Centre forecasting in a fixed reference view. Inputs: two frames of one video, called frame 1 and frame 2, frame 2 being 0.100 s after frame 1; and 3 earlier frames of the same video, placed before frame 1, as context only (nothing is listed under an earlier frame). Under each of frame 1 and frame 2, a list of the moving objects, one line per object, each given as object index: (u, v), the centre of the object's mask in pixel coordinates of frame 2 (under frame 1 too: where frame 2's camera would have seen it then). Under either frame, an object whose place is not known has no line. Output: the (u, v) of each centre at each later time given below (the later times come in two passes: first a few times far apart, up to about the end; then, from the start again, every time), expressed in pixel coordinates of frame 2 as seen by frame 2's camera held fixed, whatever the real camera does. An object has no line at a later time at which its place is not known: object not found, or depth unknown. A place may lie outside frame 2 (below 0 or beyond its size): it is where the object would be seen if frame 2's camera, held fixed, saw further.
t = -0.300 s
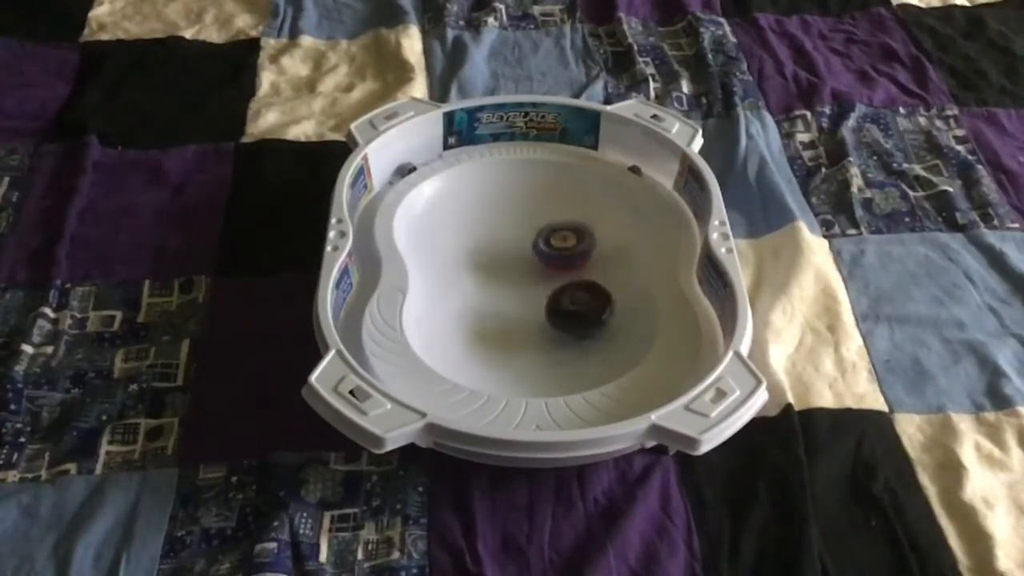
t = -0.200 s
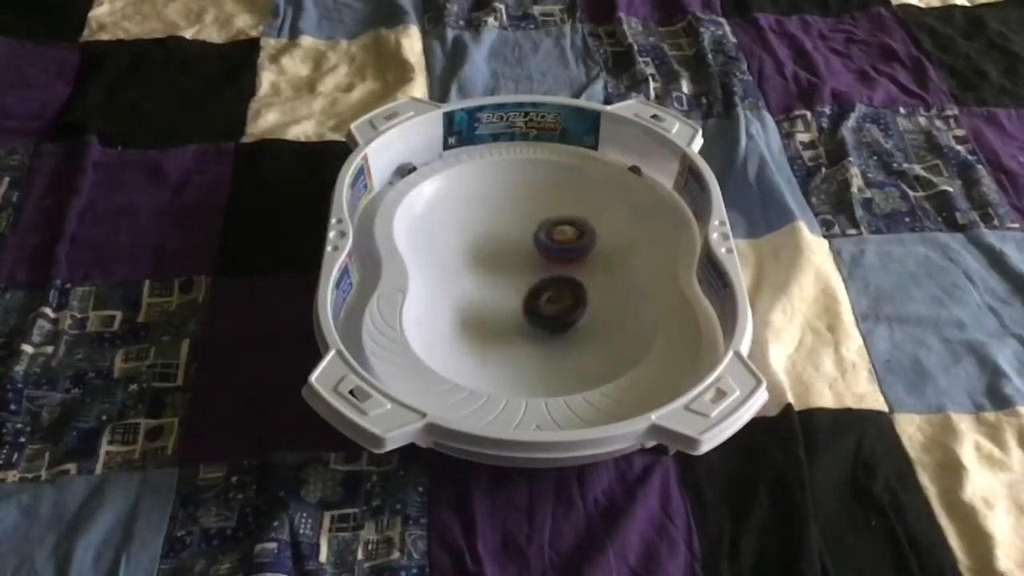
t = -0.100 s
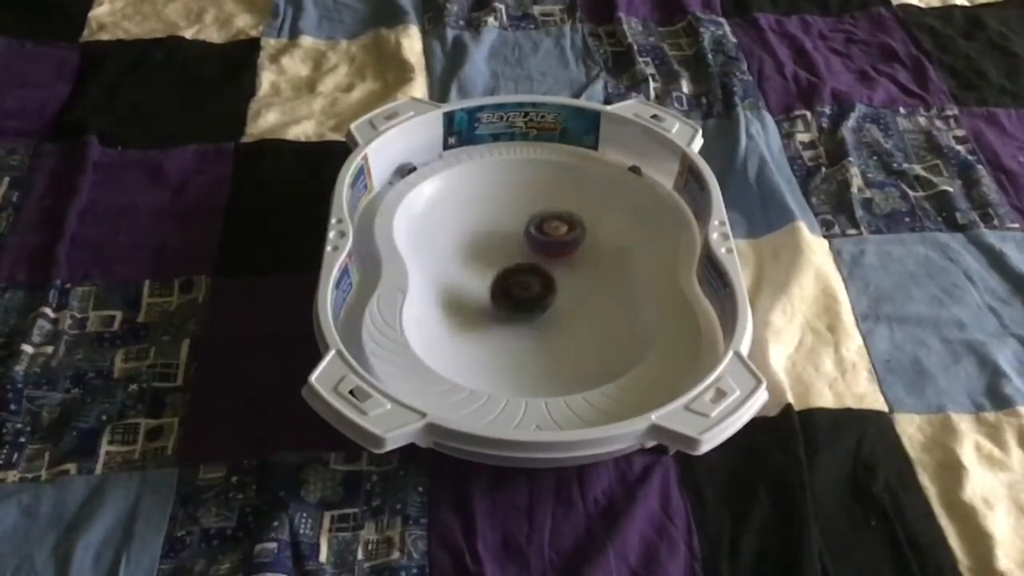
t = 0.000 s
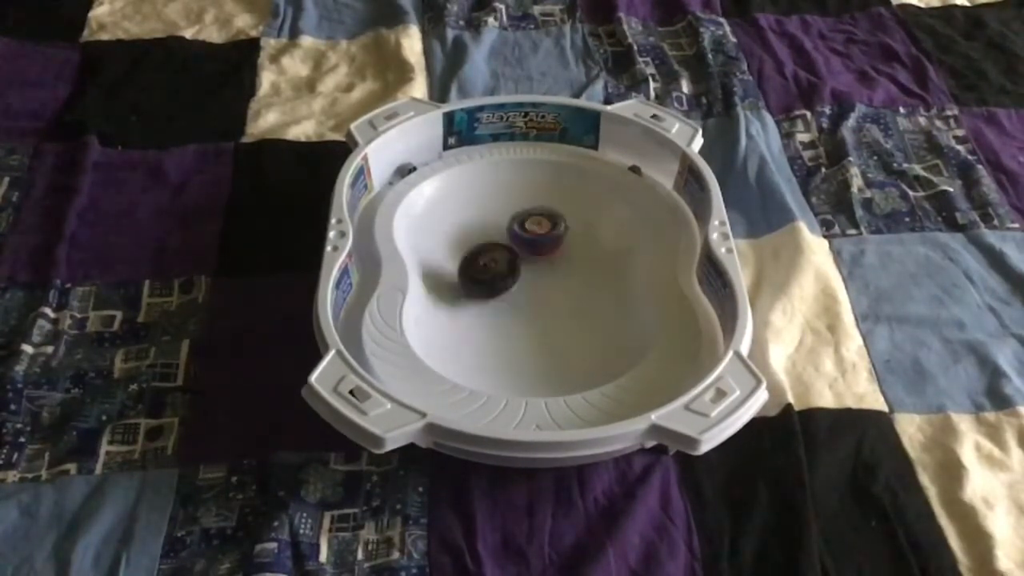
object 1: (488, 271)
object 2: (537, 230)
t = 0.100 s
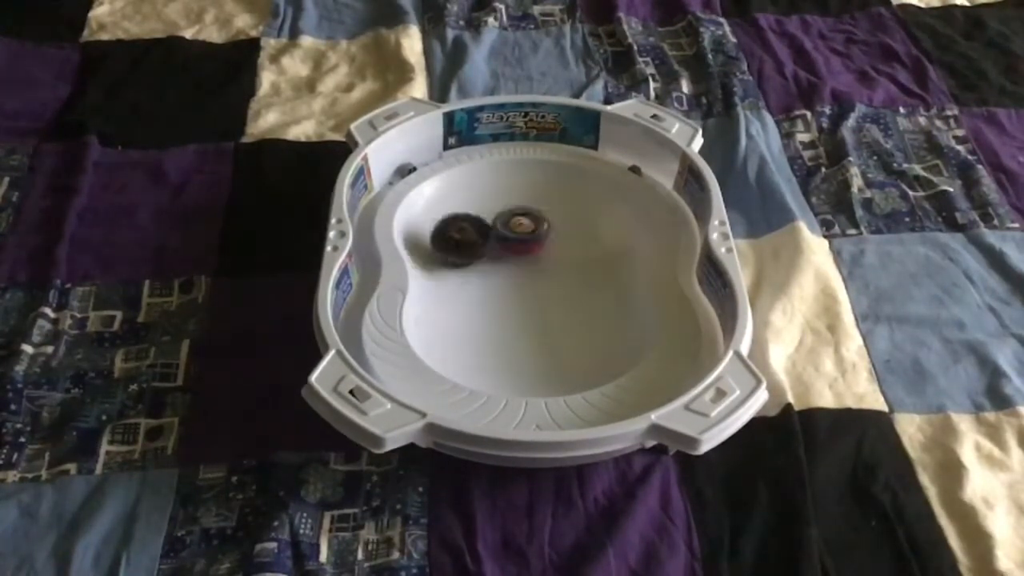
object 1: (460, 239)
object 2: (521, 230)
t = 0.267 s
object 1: (450, 182)
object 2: (500, 234)
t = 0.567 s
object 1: (570, 219)
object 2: (509, 238)
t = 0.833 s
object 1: (613, 262)
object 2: (510, 237)
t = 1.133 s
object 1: (556, 300)
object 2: (518, 226)
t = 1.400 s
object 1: (463, 267)
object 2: (524, 223)
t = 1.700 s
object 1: (462, 199)
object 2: (540, 230)
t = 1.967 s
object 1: (563, 186)
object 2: (553, 240)
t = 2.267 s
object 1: (605, 223)
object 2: (542, 254)
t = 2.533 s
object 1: (548, 242)
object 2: (487, 262)
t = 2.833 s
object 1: (494, 218)
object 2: (480, 277)
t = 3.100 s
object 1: (493, 213)
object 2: (540, 253)
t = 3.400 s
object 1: (517, 233)
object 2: (580, 188)
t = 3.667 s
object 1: (533, 250)
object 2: (530, 203)
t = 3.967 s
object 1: (553, 272)
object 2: (518, 228)
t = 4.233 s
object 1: (559, 283)
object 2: (516, 240)
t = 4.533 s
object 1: (523, 275)
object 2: (524, 233)
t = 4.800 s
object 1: (485, 253)
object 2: (526, 222)
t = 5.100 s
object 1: (468, 221)
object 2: (533, 221)
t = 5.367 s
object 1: (484, 210)
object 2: (552, 235)
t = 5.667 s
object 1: (508, 216)
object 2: (569, 246)
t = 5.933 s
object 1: (502, 219)
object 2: (565, 245)
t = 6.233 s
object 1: (488, 225)
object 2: (552, 236)
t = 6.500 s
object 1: (483, 238)
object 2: (555, 226)
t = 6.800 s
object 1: (491, 244)
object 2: (568, 215)
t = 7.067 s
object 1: (505, 227)
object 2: (566, 227)
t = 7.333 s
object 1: (476, 220)
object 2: (550, 245)
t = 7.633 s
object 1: (481, 236)
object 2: (560, 238)
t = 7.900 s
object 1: (516, 236)
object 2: (567, 233)
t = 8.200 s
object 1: (510, 222)
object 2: (572, 229)
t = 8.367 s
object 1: (504, 228)
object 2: (560, 233)
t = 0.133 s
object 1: (452, 230)
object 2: (515, 231)
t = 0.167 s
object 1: (447, 217)
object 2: (511, 231)
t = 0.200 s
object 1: (441, 206)
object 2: (507, 231)
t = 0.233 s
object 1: (439, 195)
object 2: (503, 233)
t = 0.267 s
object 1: (450, 182)
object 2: (500, 234)
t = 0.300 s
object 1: (462, 174)
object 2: (499, 235)
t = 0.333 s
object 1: (479, 173)
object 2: (499, 237)
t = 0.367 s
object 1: (496, 174)
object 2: (499, 238)
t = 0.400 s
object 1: (511, 178)
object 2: (500, 239)
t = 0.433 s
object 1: (527, 184)
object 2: (501, 240)
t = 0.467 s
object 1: (539, 192)
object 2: (503, 241)
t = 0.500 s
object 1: (550, 202)
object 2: (505, 240)
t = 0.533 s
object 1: (558, 212)
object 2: (508, 239)
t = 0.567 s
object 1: (570, 219)
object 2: (509, 238)
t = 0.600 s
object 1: (583, 225)
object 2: (507, 239)
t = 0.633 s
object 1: (594, 229)
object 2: (507, 239)
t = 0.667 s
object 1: (604, 235)
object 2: (507, 239)
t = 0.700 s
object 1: (611, 240)
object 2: (508, 239)
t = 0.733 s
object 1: (614, 245)
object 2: (508, 239)
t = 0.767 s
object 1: (615, 251)
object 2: (509, 238)
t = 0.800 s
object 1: (615, 257)
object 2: (509, 237)
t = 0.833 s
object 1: (613, 262)
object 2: (510, 237)
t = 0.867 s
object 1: (612, 266)
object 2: (512, 236)
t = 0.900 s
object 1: (609, 270)
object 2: (513, 235)
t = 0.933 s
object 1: (605, 275)
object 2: (514, 233)
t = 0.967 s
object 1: (601, 280)
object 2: (513, 232)
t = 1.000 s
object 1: (595, 285)
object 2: (513, 231)
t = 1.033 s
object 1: (589, 290)
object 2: (514, 230)
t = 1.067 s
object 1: (582, 295)
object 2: (515, 229)
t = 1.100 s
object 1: (567, 300)
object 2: (516, 227)
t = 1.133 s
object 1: (556, 300)
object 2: (518, 226)
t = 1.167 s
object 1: (542, 300)
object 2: (518, 225)
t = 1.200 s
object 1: (529, 299)
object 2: (519, 224)
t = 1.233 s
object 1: (517, 297)
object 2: (519, 224)
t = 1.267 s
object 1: (504, 294)
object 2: (520, 223)
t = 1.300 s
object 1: (492, 289)
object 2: (521, 223)
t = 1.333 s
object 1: (482, 283)
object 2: (522, 222)
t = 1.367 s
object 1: (472, 276)
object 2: (523, 222)
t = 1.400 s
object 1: (463, 267)
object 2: (524, 223)
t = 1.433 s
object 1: (458, 258)
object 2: (526, 223)
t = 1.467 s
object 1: (450, 252)
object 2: (526, 224)
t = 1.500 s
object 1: (445, 244)
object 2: (527, 225)
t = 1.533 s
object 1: (440, 237)
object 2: (530, 226)
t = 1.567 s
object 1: (437, 229)
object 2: (531, 227)
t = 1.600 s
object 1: (439, 219)
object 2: (533, 227)
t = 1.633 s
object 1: (443, 212)
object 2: (535, 228)
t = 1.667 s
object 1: (452, 204)
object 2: (538, 229)
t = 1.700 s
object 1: (462, 199)
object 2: (540, 230)
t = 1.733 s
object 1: (476, 194)
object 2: (542, 230)
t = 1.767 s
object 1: (490, 190)
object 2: (543, 230)
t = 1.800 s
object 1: (504, 190)
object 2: (544, 230)
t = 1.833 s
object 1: (517, 189)
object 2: (547, 231)
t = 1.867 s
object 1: (529, 186)
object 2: (550, 235)
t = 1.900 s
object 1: (541, 185)
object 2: (552, 235)
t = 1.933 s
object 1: (553, 187)
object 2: (553, 238)
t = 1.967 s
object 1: (563, 186)
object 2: (553, 240)
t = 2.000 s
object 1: (572, 187)
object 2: (555, 244)
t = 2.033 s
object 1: (583, 188)
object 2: (555, 246)
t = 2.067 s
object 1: (591, 193)
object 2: (556, 247)
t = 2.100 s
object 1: (597, 199)
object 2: (557, 247)
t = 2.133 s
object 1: (601, 206)
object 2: (558, 247)
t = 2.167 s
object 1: (604, 209)
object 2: (555, 248)
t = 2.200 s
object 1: (607, 212)
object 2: (552, 251)
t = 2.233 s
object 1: (607, 218)
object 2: (548, 252)
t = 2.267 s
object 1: (605, 223)
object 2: (542, 254)
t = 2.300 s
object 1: (601, 227)
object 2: (538, 256)
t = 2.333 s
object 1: (595, 232)
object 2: (533, 257)
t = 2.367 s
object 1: (587, 236)
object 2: (525, 258)
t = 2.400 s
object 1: (582, 237)
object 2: (517, 258)
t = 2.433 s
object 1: (574, 239)
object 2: (509, 259)
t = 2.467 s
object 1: (566, 240)
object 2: (500, 260)
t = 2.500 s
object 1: (556, 241)
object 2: (492, 261)
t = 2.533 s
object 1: (548, 242)
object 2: (487, 262)
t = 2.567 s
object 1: (539, 240)
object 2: (480, 263)
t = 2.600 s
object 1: (530, 238)
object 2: (477, 264)
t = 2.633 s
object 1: (523, 235)
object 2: (474, 266)
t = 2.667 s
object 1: (518, 233)
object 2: (471, 267)
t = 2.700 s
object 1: (511, 230)
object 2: (471, 269)
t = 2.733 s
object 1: (507, 227)
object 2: (472, 270)
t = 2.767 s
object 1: (501, 224)
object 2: (473, 272)
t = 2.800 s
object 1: (497, 221)
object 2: (477, 274)
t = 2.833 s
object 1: (494, 218)
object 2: (480, 277)
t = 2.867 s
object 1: (490, 216)
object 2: (485, 275)
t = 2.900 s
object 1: (489, 213)
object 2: (490, 275)
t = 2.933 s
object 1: (489, 213)
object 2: (497, 273)
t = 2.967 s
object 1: (489, 211)
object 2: (504, 271)
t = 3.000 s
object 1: (490, 211)
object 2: (513, 268)
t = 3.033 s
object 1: (490, 211)
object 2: (521, 263)
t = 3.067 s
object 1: (491, 211)
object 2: (530, 259)
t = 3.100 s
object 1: (493, 213)
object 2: (540, 253)
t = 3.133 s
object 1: (496, 214)
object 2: (549, 248)
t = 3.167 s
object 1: (500, 217)
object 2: (558, 242)
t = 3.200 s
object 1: (503, 219)
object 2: (566, 234)
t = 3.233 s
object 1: (505, 221)
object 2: (572, 226)
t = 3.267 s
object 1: (508, 223)
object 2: (579, 218)
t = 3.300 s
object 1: (509, 225)
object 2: (583, 209)
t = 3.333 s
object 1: (511, 228)
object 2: (586, 201)
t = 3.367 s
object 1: (514, 231)
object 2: (585, 194)
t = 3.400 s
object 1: (517, 233)
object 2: (580, 188)
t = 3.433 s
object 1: (520, 236)
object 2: (573, 184)
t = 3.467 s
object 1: (522, 238)
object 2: (564, 182)
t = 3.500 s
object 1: (525, 240)
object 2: (555, 183)
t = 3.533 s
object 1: (526, 241)
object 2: (546, 185)
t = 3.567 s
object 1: (529, 242)
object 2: (541, 191)
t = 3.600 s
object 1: (530, 244)
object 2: (535, 198)
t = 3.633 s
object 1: (531, 245)
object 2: (532, 199)
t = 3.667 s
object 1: (533, 250)
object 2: (530, 203)
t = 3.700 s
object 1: (535, 253)
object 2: (529, 207)
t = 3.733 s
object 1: (537, 256)
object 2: (525, 210)
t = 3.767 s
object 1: (538, 257)
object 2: (525, 214)
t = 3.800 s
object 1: (540, 259)
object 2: (522, 217)
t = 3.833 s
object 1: (542, 261)
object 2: (521, 221)
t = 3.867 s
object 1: (547, 265)
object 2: (522, 224)
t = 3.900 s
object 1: (549, 267)
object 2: (519, 225)
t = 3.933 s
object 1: (551, 269)
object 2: (518, 227)
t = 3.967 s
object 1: (553, 272)
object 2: (518, 228)
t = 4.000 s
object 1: (556, 274)
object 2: (517, 230)
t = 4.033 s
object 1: (558, 276)
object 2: (517, 232)
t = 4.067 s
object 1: (560, 278)
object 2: (515, 233)
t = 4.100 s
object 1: (560, 280)
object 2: (515, 236)
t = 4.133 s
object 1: (561, 281)
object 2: (514, 236)
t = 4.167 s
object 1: (560, 282)
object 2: (515, 238)
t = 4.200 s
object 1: (560, 283)
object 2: (515, 238)
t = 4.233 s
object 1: (559, 283)
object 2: (516, 240)
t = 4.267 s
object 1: (558, 284)
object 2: (517, 240)
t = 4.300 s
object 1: (556, 284)
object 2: (519, 240)
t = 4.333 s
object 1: (552, 284)
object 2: (519, 240)
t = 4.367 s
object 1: (550, 283)
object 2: (520, 240)
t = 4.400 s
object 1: (546, 282)
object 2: (520, 239)
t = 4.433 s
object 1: (541, 282)
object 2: (522, 239)
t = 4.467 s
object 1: (535, 280)
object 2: (522, 237)
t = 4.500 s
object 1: (528, 276)
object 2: (523, 235)
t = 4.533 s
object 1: (523, 275)
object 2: (524, 233)
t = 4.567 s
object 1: (518, 273)
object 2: (525, 231)
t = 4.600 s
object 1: (513, 272)
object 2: (527, 229)
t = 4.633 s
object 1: (507, 269)
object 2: (527, 228)
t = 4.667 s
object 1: (502, 268)
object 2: (526, 226)
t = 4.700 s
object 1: (497, 264)
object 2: (527, 226)
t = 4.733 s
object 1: (493, 260)
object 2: (527, 224)
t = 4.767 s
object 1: (488, 257)
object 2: (528, 223)
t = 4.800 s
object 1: (485, 253)
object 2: (526, 222)
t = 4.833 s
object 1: (483, 248)
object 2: (528, 221)
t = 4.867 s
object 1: (480, 244)
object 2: (527, 219)
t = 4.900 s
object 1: (476, 240)
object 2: (528, 219)
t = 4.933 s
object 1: (472, 237)
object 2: (528, 219)
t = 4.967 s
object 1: (470, 233)
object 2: (530, 218)
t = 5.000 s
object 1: (467, 229)
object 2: (529, 219)
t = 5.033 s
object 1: (466, 226)
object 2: (532, 219)
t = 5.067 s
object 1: (467, 224)
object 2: (532, 220)
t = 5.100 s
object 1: (468, 221)
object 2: (533, 221)
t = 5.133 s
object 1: (470, 218)
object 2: (534, 222)
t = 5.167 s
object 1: (470, 216)
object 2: (538, 224)
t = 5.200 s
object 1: (470, 213)
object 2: (541, 226)
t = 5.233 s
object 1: (470, 211)
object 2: (545, 227)
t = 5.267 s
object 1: (473, 211)
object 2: (547, 229)
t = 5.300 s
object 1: (475, 210)
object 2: (550, 230)
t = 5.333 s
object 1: (480, 209)
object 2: (552, 234)
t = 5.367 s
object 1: (484, 210)
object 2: (552, 235)
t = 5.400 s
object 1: (490, 211)
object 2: (555, 237)
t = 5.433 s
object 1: (496, 213)
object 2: (555, 239)
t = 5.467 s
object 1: (498, 213)
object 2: (559, 240)
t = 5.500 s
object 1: (498, 213)
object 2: (564, 242)
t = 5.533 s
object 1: (500, 213)
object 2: (567, 244)
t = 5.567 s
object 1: (502, 213)
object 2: (568, 243)
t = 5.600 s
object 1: (502, 214)
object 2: (569, 245)
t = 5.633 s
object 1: (506, 215)
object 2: (571, 245)
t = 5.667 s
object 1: (508, 216)
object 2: (569, 246)
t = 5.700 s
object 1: (511, 217)
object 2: (568, 245)
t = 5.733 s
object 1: (512, 219)
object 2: (568, 245)
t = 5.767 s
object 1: (509, 218)
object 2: (568, 246)
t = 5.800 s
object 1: (510, 219)
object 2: (568, 245)
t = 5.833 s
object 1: (510, 220)
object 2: (567, 246)
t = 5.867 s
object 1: (509, 220)
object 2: (566, 246)
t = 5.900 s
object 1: (508, 220)
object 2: (565, 245)
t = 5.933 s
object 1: (502, 219)
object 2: (565, 245)
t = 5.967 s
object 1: (501, 219)
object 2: (564, 245)
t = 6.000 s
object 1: (499, 219)
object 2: (562, 244)
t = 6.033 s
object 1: (497, 219)
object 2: (561, 244)
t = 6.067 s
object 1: (497, 220)
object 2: (558, 242)
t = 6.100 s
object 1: (495, 221)
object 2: (556, 242)
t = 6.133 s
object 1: (491, 222)
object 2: (556, 242)
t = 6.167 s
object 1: (491, 223)
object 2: (554, 239)
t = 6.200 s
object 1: (490, 225)
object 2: (554, 237)
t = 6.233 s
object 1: (488, 225)
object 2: (552, 236)
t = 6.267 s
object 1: (483, 226)
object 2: (555, 235)
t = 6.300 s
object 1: (480, 229)
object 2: (556, 233)
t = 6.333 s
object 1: (480, 230)
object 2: (557, 231)
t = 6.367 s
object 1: (477, 231)
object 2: (558, 230)
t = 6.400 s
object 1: (477, 233)
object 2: (559, 229)
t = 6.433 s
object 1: (479, 235)
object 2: (556, 227)
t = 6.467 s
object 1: (480, 236)
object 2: (556, 226)
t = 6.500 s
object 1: (483, 238)
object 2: (555, 226)
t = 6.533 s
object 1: (487, 239)
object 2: (552, 224)
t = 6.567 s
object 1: (490, 239)
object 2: (550, 224)
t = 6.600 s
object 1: (491, 240)
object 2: (555, 222)
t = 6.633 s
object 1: (488, 242)
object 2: (561, 222)
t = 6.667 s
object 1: (487, 243)
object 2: (560, 222)
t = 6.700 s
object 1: (486, 244)
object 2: (562, 216)
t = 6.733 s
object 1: (487, 244)
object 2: (567, 214)
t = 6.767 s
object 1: (488, 244)
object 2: (569, 215)
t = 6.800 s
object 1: (491, 244)
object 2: (568, 215)
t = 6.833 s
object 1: (495, 244)
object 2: (571, 214)
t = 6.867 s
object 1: (500, 242)
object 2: (573, 215)
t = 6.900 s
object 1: (504, 241)
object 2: (569, 218)
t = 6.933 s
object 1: (507, 237)
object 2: (568, 220)
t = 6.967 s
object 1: (510, 235)
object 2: (569, 221)
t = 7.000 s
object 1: (509, 232)
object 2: (569, 223)
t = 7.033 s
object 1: (511, 229)
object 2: (566, 226)
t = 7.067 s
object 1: (505, 227)
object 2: (566, 227)
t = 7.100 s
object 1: (499, 227)
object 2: (567, 231)
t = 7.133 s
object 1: (493, 223)
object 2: (563, 237)
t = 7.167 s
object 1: (488, 221)
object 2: (562, 239)
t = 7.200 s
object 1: (484, 219)
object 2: (562, 240)
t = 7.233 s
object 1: (480, 217)
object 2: (560, 241)
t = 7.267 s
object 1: (477, 217)
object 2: (558, 243)
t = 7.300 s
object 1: (476, 218)
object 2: (555, 244)
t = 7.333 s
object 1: (476, 220)
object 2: (550, 245)
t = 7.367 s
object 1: (476, 222)
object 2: (545, 244)
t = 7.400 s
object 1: (477, 224)
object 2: (542, 243)
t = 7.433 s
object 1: (479, 226)
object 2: (540, 243)
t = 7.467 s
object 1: (479, 227)
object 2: (541, 241)
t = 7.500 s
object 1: (481, 229)
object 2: (541, 242)
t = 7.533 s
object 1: (480, 230)
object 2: (544, 242)
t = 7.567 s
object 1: (478, 231)
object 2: (549, 240)
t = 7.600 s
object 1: (479, 232)
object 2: (555, 240)
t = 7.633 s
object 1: (481, 236)
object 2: (560, 238)
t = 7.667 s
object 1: (483, 238)
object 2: (563, 236)
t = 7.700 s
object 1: (486, 240)
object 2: (565, 234)
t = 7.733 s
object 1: (488, 240)
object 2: (567, 234)
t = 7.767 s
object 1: (492, 240)
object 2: (568, 234)
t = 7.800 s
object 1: (497, 240)
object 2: (567, 234)
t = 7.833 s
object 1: (503, 238)
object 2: (565, 235)
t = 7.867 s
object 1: (509, 238)
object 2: (564, 235)
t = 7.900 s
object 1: (516, 236)
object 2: (567, 233)
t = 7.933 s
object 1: (517, 233)
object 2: (570, 231)
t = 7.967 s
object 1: (519, 231)
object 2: (572, 230)
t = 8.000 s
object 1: (517, 228)
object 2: (574, 229)
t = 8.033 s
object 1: (518, 225)
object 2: (575, 229)
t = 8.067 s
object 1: (519, 224)
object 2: (576, 229)
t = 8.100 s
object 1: (519, 222)
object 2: (575, 229)
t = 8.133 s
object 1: (517, 221)
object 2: (575, 229)
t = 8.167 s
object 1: (515, 221)
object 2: (573, 229)
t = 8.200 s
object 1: (510, 222)
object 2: (572, 229)
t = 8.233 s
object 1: (508, 223)
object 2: (571, 230)
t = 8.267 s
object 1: (507, 225)
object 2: (568, 231)
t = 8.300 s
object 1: (506, 225)
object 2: (566, 232)
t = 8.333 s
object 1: (506, 227)
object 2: (562, 233)
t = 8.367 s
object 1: (504, 228)
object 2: (560, 233)
